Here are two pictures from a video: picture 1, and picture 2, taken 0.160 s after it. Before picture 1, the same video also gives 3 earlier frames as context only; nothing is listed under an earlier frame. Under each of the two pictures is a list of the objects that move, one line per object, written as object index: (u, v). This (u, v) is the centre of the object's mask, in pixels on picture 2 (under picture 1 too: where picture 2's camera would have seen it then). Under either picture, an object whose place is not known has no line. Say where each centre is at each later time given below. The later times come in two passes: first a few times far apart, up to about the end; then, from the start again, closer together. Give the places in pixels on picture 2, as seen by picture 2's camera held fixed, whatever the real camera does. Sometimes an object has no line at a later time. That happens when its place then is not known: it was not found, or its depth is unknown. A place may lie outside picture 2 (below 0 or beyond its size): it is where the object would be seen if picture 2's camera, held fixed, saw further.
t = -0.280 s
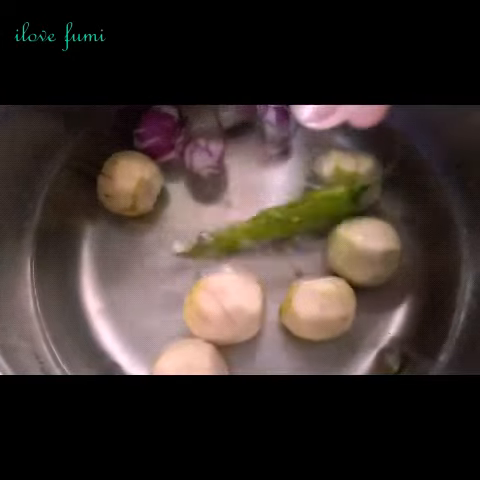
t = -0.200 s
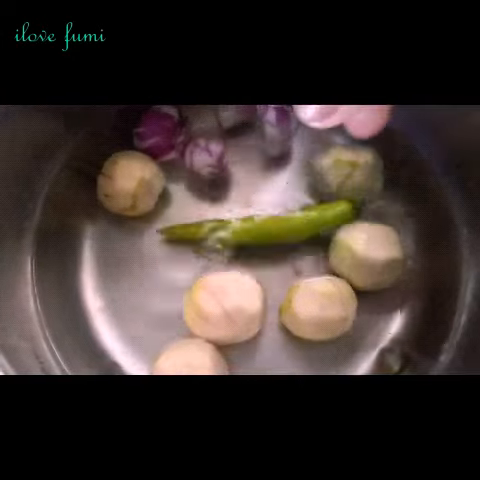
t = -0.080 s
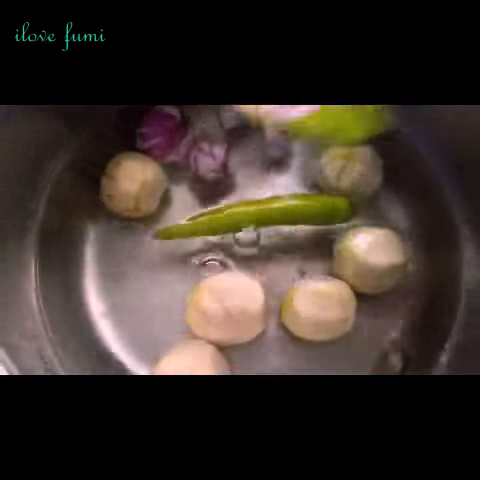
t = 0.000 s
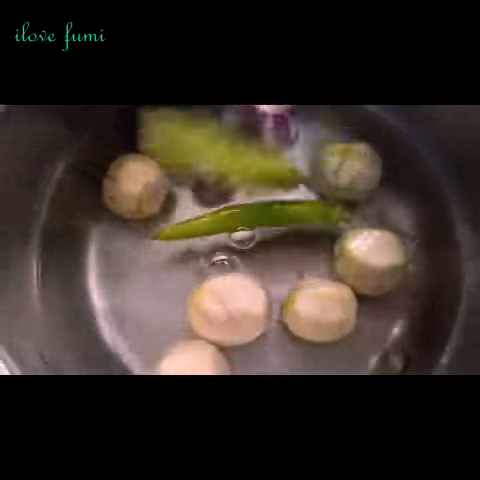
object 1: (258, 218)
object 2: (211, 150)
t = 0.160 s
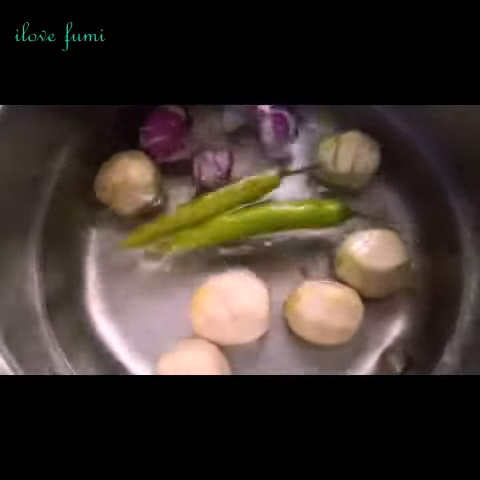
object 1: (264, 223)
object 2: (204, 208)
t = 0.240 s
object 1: (259, 230)
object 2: (199, 202)
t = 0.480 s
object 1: (265, 237)
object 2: (180, 206)
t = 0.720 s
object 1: (267, 239)
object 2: (163, 213)
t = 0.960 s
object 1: (268, 239)
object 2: (156, 216)
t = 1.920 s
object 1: (268, 238)
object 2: (155, 226)
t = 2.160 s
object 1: (268, 238)
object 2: (154, 227)
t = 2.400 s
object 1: (269, 238)
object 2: (154, 228)
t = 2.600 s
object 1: (270, 239)
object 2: (155, 229)
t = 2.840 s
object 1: (270, 238)
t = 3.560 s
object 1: (270, 236)
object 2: (161, 225)
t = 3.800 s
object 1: (267, 234)
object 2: (160, 223)
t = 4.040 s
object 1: (269, 234)
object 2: (160, 223)
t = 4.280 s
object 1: (267, 232)
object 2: (160, 221)
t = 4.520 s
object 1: (267, 232)
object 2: (160, 221)
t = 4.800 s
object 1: (266, 232)
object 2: (160, 222)
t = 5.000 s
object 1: (266, 230)
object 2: (158, 220)
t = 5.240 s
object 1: (265, 234)
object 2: (158, 224)
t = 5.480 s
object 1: (263, 235)
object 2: (155, 225)
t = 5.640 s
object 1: (263, 236)
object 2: (156, 225)
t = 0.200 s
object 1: (261, 227)
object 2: (202, 204)
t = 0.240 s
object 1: (259, 230)
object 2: (199, 202)
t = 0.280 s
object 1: (265, 230)
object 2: (195, 202)
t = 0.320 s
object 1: (264, 232)
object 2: (194, 204)
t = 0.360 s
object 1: (263, 234)
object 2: (190, 207)
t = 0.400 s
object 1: (265, 235)
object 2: (187, 207)
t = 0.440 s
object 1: (264, 236)
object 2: (183, 207)
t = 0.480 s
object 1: (265, 237)
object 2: (180, 206)
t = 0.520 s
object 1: (268, 236)
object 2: (177, 206)
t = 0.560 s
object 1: (267, 236)
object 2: (177, 205)
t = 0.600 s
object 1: (268, 236)
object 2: (175, 207)
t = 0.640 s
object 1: (268, 237)
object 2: (173, 209)
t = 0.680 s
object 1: (269, 237)
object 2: (169, 210)
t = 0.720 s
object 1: (267, 239)
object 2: (163, 213)
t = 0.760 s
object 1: (267, 240)
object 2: (162, 214)
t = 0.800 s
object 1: (267, 240)
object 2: (162, 215)
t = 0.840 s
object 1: (267, 241)
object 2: (161, 216)
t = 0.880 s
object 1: (267, 241)
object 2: (159, 216)
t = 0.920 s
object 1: (267, 240)
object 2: (157, 216)
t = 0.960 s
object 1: (268, 239)
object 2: (156, 216)
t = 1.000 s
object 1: (268, 239)
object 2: (155, 216)
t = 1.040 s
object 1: (268, 239)
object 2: (155, 216)
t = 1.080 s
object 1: (268, 239)
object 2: (156, 217)
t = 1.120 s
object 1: (269, 239)
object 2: (157, 218)
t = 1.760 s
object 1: (267, 240)
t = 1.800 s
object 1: (268, 239)
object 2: (155, 226)
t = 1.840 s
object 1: (268, 239)
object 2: (155, 226)
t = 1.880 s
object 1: (267, 238)
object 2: (154, 226)
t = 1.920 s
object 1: (268, 238)
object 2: (155, 226)
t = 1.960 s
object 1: (268, 238)
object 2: (156, 226)
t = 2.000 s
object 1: (269, 239)
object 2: (155, 226)
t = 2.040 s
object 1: (269, 238)
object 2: (155, 227)
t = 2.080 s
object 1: (269, 238)
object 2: (155, 227)
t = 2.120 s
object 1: (268, 238)
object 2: (154, 227)
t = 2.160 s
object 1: (268, 238)
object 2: (154, 227)
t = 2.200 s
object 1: (268, 238)
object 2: (154, 227)
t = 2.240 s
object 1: (269, 238)
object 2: (154, 228)
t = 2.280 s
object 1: (270, 238)
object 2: (154, 228)
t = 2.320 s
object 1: (270, 238)
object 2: (155, 228)
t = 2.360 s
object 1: (270, 238)
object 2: (154, 228)
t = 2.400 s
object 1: (269, 238)
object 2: (154, 228)
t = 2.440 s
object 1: (268, 238)
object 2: (154, 228)
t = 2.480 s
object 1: (268, 238)
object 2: (152, 228)
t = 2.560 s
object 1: (269, 238)
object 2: (154, 228)
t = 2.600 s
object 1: (270, 239)
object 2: (155, 229)
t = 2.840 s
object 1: (270, 238)
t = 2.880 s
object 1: (271, 238)
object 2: (158, 228)
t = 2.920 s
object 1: (270, 238)
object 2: (158, 227)
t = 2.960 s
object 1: (270, 237)
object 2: (157, 227)
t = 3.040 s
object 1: (270, 238)
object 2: (158, 228)
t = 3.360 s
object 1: (270, 237)
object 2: (160, 226)
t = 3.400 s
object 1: (270, 236)
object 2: (160, 225)
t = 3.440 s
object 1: (270, 235)
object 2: (160, 224)
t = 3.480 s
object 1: (271, 235)
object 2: (161, 224)
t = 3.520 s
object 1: (271, 236)
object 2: (161, 225)
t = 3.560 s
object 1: (270, 236)
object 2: (161, 225)
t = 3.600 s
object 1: (270, 236)
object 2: (161, 225)
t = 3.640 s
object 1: (270, 236)
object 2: (161, 225)
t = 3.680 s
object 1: (269, 235)
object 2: (161, 225)
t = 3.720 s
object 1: (269, 235)
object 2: (161, 224)
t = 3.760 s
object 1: (268, 235)
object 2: (161, 223)
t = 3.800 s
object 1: (267, 234)
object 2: (160, 223)
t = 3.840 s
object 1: (268, 234)
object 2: (160, 223)
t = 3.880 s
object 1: (268, 234)
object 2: (160, 223)
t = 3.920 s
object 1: (268, 234)
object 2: (160, 223)
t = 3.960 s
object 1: (268, 234)
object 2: (160, 223)
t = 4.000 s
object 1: (268, 234)
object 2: (160, 223)
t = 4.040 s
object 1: (269, 234)
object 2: (160, 223)
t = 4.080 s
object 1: (269, 234)
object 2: (161, 223)
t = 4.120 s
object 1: (268, 233)
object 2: (160, 223)
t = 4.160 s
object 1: (268, 233)
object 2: (160, 223)
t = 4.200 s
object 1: (267, 232)
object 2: (160, 221)
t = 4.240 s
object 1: (267, 232)
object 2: (160, 221)
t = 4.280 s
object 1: (267, 232)
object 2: (160, 221)
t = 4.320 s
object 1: (268, 232)
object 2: (160, 221)
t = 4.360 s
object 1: (267, 232)
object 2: (160, 221)
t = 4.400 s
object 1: (267, 232)
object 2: (160, 222)
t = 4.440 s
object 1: (267, 232)
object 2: (160, 222)
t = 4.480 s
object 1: (268, 232)
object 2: (160, 222)
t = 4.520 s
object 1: (267, 232)
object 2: (160, 221)
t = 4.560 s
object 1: (266, 231)
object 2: (159, 220)
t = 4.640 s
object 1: (267, 232)
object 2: (159, 222)
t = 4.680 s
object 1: (266, 232)
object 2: (159, 222)
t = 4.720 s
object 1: (265, 232)
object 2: (158, 222)
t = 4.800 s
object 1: (266, 232)
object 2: (160, 222)
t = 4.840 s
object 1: (266, 230)
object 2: (159, 220)
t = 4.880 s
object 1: (265, 230)
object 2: (157, 219)
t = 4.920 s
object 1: (266, 230)
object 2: (157, 219)
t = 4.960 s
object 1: (266, 230)
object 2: (157, 220)
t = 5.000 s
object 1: (266, 230)
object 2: (158, 220)
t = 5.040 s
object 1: (266, 231)
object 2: (157, 220)
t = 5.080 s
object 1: (265, 232)
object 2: (156, 222)
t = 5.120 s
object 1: (265, 234)
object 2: (157, 223)
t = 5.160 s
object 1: (264, 234)
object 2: (157, 224)
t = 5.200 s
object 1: (265, 234)
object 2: (158, 224)
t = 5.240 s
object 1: (265, 234)
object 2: (158, 224)
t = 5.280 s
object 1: (265, 234)
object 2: (157, 223)
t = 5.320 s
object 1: (264, 234)
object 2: (156, 223)
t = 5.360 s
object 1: (264, 234)
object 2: (156, 224)
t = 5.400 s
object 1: (264, 234)
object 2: (156, 223)
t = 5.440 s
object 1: (263, 234)
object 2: (156, 223)
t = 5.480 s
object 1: (263, 235)
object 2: (155, 225)
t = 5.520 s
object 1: (263, 236)
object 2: (156, 226)
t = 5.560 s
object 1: (263, 236)
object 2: (156, 226)
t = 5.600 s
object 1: (263, 236)
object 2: (156, 226)
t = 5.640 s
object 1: (263, 236)
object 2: (156, 225)
